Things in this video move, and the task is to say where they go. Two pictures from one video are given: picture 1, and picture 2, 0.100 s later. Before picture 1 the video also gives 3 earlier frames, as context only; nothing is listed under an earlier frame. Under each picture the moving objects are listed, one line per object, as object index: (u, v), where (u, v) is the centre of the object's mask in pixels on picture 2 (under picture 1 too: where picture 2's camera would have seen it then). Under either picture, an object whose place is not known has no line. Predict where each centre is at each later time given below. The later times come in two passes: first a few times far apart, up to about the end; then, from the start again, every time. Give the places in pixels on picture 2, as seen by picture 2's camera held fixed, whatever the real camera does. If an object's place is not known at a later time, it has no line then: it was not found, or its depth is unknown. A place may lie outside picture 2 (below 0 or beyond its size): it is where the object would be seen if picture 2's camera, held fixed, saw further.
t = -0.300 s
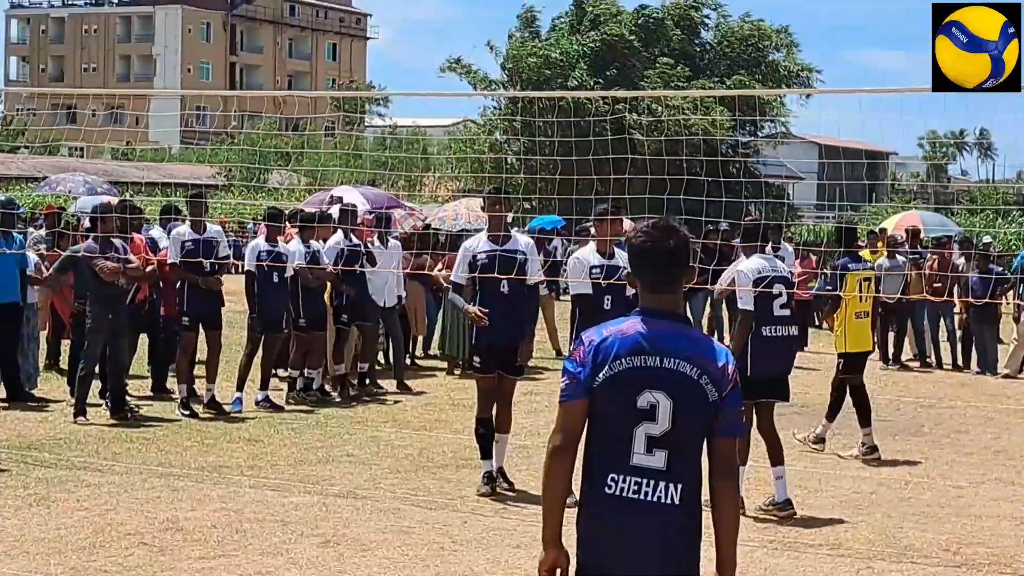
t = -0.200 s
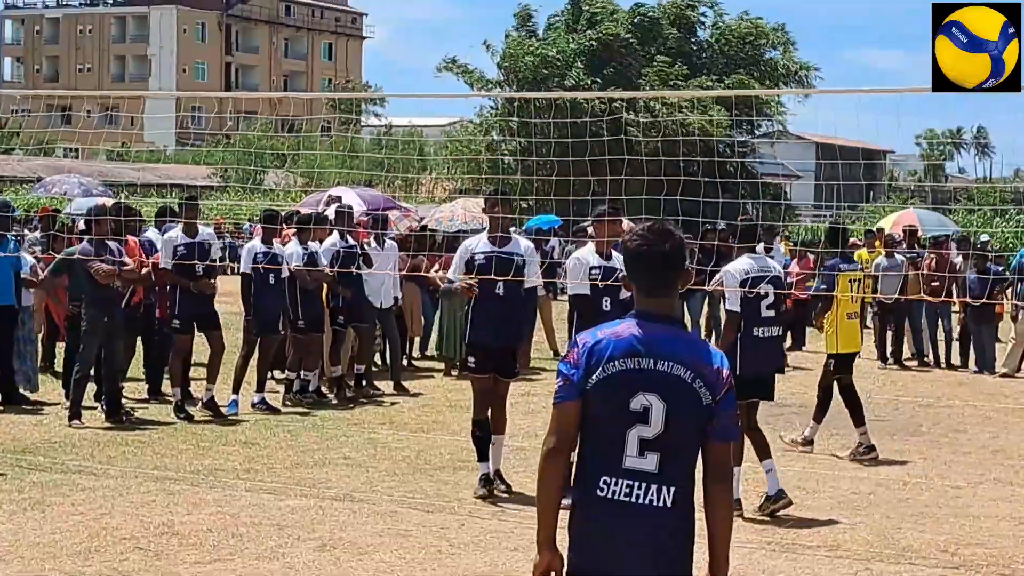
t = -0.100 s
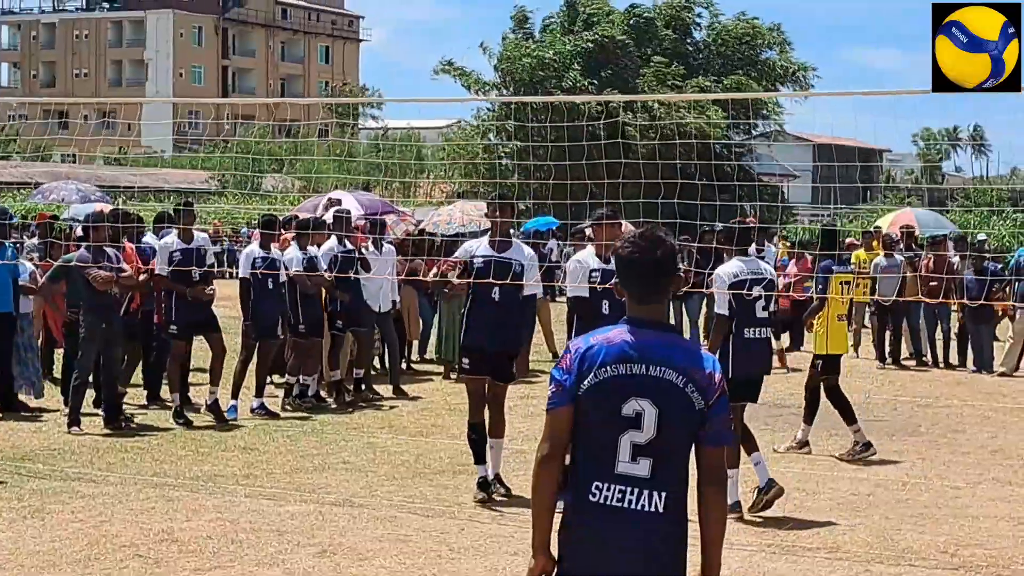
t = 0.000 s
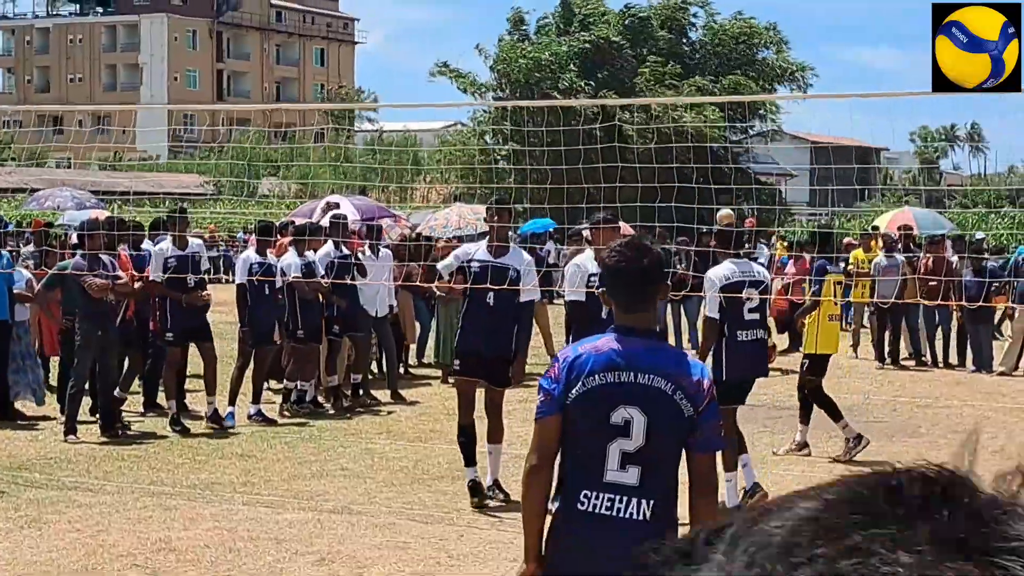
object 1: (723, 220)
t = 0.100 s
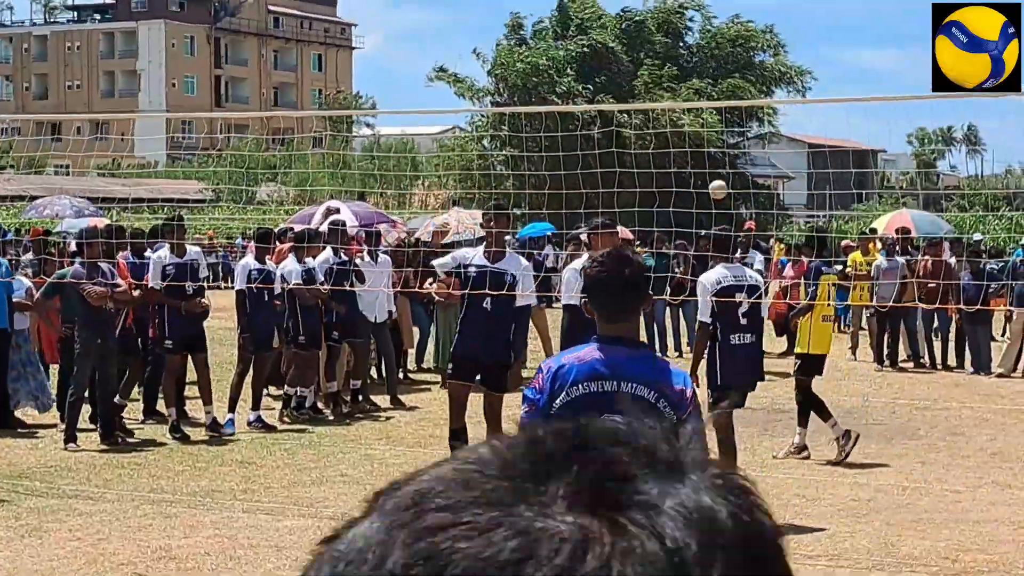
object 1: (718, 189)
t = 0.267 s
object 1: (709, 154)
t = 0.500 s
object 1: (697, 145)
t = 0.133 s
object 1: (716, 180)
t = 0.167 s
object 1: (714, 173)
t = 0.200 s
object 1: (712, 166)
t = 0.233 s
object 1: (710, 160)
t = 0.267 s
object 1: (709, 154)
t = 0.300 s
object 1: (707, 150)
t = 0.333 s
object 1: (705, 148)
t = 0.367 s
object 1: (703, 145)
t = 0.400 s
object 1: (702, 144)
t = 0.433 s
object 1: (700, 144)
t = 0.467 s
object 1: (698, 144)
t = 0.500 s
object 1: (697, 145)
